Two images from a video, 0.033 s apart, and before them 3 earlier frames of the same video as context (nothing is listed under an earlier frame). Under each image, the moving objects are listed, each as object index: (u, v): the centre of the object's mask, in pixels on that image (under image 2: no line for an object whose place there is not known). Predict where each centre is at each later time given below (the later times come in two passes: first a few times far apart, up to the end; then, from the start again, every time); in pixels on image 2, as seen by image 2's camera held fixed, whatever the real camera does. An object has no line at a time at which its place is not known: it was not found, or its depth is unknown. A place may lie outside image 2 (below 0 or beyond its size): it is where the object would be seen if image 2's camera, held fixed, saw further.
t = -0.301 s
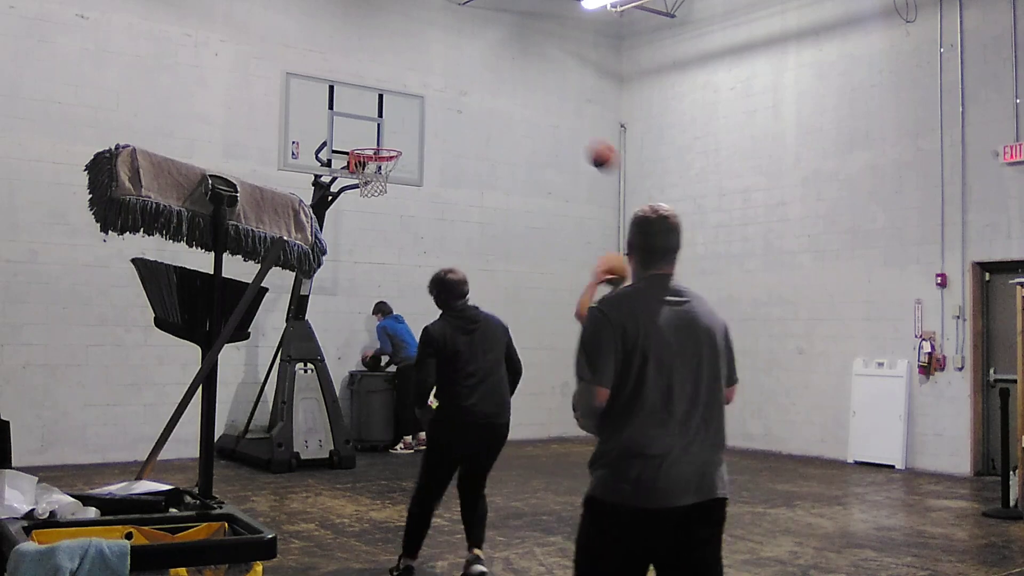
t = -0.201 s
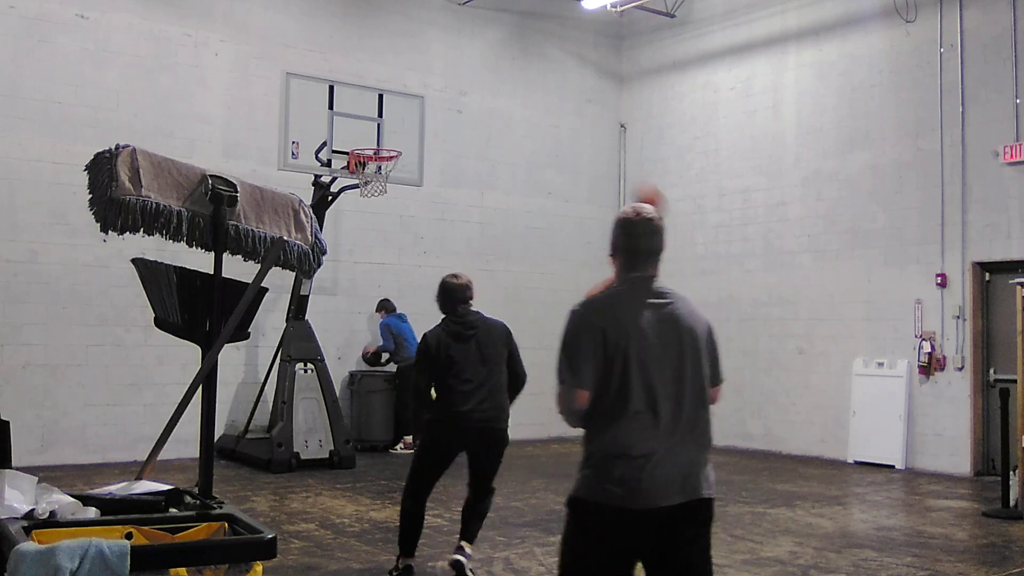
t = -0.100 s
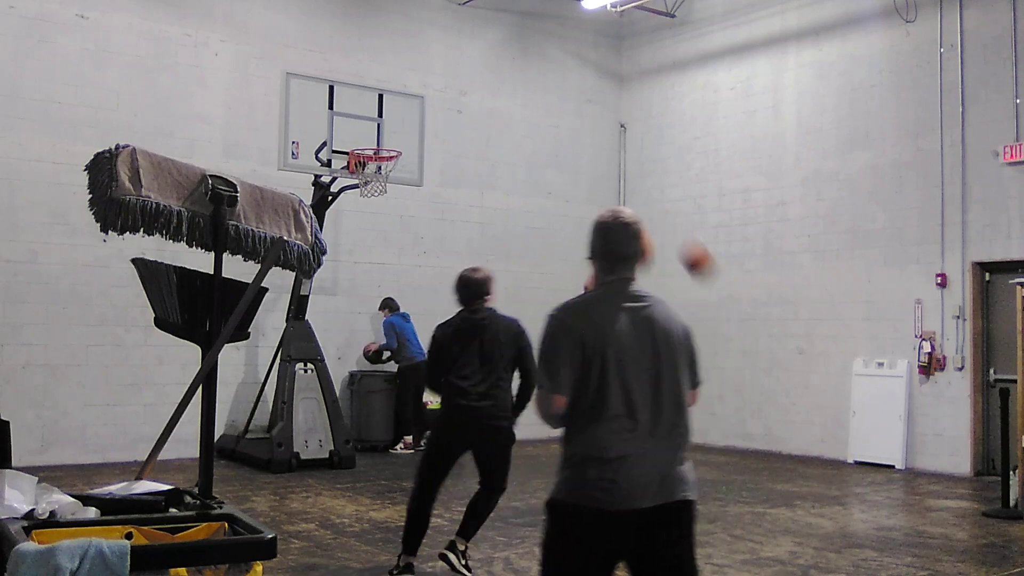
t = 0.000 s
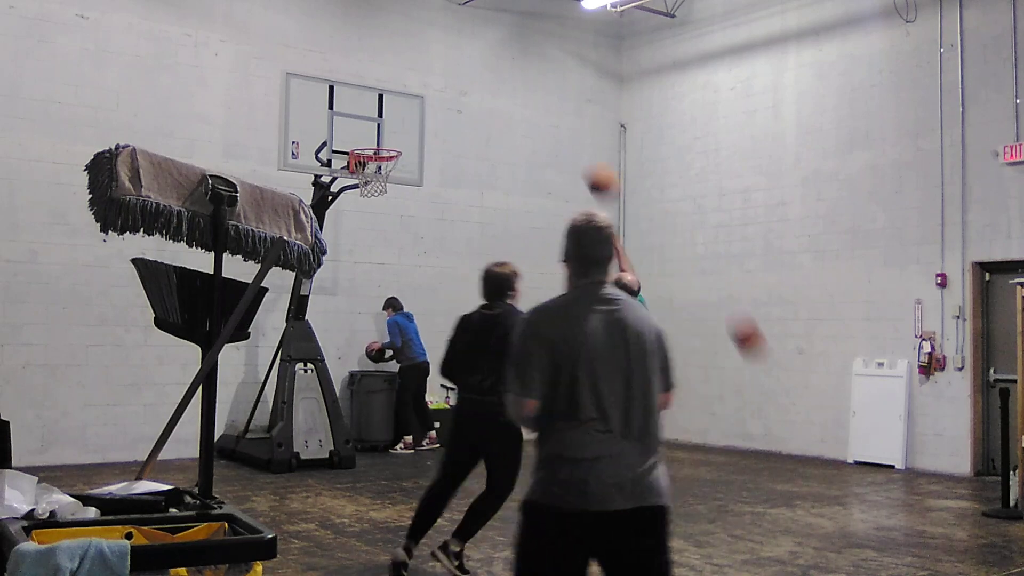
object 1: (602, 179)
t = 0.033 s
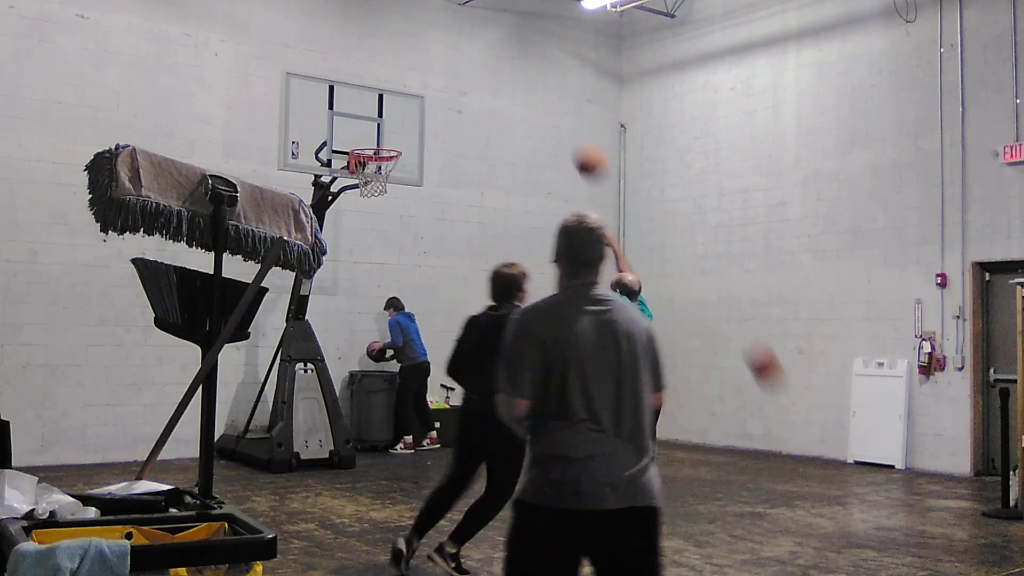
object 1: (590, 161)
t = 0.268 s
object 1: (513, 76)
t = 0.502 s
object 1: (448, 65)
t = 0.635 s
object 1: (414, 84)
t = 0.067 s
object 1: (579, 144)
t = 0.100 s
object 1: (567, 128)
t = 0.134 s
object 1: (556, 115)
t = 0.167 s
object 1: (545, 102)
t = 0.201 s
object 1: (535, 92)
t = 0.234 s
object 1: (524, 83)
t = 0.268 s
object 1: (513, 76)
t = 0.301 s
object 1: (504, 70)
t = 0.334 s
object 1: (493, 66)
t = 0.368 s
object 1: (484, 63)
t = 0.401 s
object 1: (475, 62)
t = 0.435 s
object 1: (466, 62)
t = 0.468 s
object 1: (457, 63)
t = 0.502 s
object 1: (448, 65)
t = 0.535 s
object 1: (439, 68)
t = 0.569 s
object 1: (431, 72)
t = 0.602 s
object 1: (423, 78)
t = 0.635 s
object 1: (414, 84)
